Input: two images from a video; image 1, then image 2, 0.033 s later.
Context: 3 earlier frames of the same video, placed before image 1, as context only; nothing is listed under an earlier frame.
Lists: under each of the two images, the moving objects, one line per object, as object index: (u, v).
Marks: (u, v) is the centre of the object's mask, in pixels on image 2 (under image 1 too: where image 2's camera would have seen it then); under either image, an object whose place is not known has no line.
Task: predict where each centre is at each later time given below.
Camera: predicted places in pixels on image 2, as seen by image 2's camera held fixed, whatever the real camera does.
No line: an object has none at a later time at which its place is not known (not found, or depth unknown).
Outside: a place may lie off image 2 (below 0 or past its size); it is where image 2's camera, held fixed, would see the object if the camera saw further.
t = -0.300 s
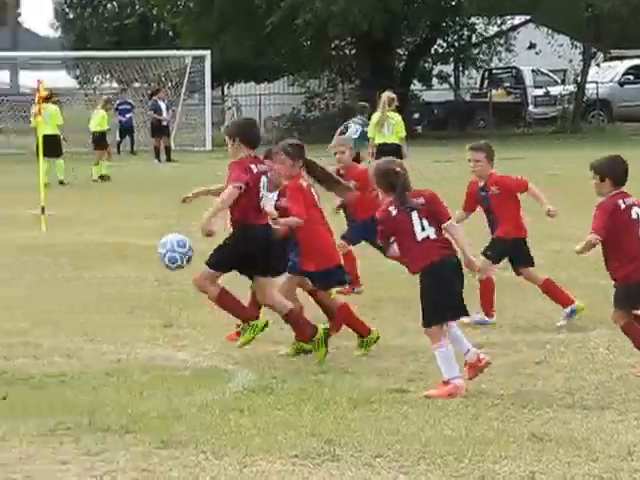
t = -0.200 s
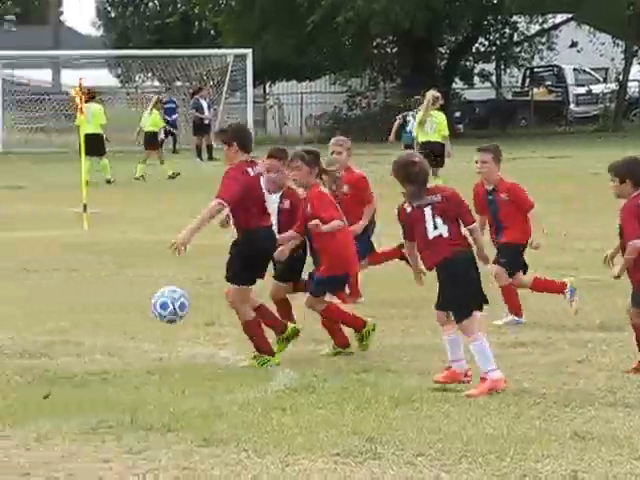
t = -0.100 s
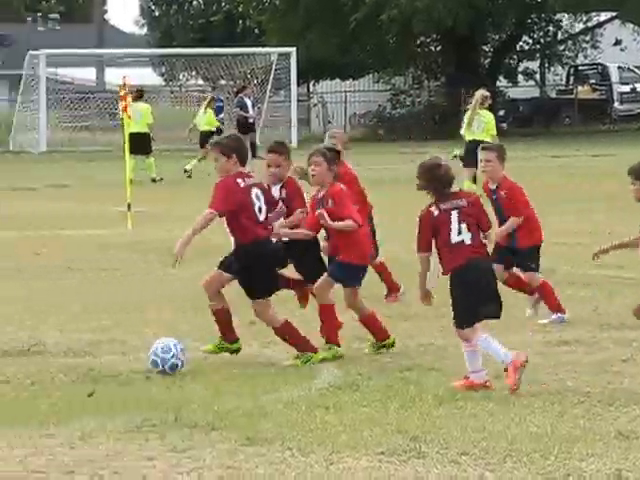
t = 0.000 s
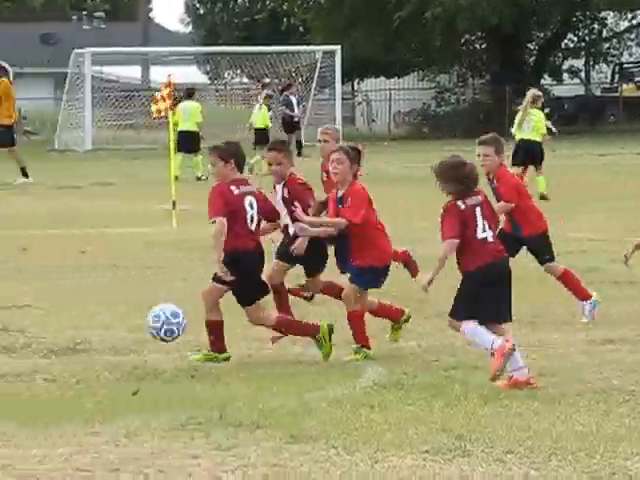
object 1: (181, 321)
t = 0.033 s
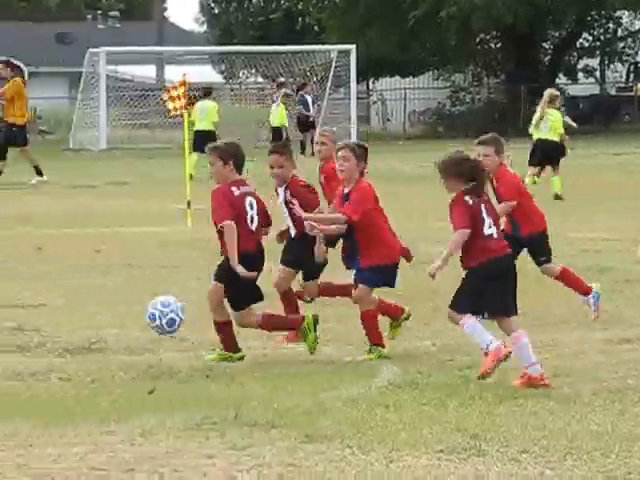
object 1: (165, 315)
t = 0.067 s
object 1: (149, 310)
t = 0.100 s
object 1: (133, 309)
